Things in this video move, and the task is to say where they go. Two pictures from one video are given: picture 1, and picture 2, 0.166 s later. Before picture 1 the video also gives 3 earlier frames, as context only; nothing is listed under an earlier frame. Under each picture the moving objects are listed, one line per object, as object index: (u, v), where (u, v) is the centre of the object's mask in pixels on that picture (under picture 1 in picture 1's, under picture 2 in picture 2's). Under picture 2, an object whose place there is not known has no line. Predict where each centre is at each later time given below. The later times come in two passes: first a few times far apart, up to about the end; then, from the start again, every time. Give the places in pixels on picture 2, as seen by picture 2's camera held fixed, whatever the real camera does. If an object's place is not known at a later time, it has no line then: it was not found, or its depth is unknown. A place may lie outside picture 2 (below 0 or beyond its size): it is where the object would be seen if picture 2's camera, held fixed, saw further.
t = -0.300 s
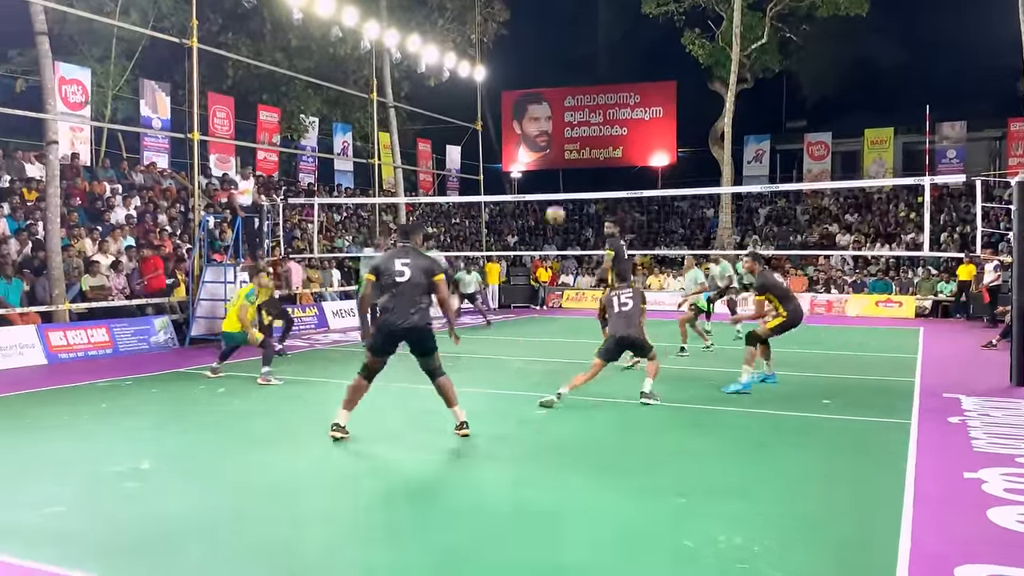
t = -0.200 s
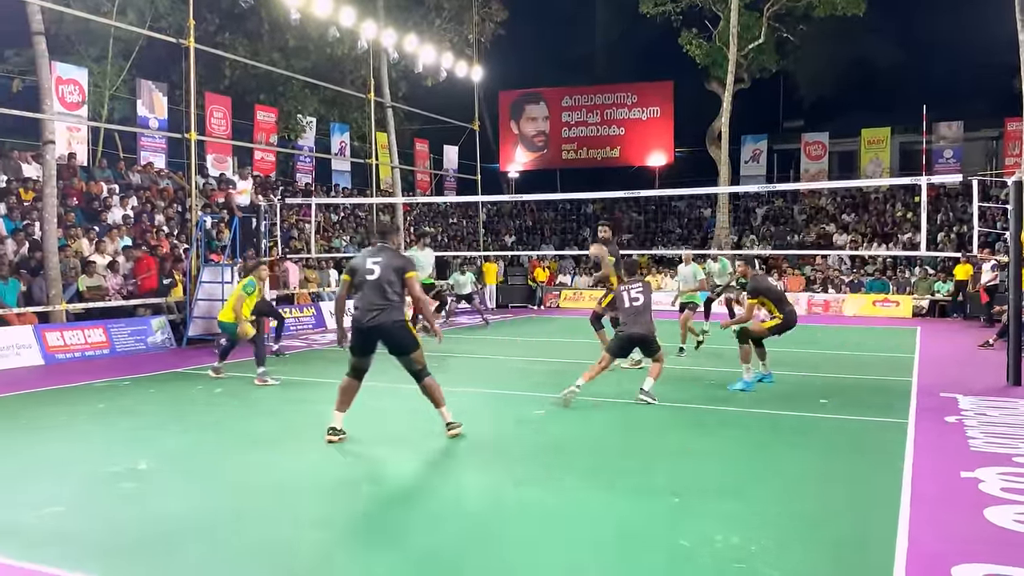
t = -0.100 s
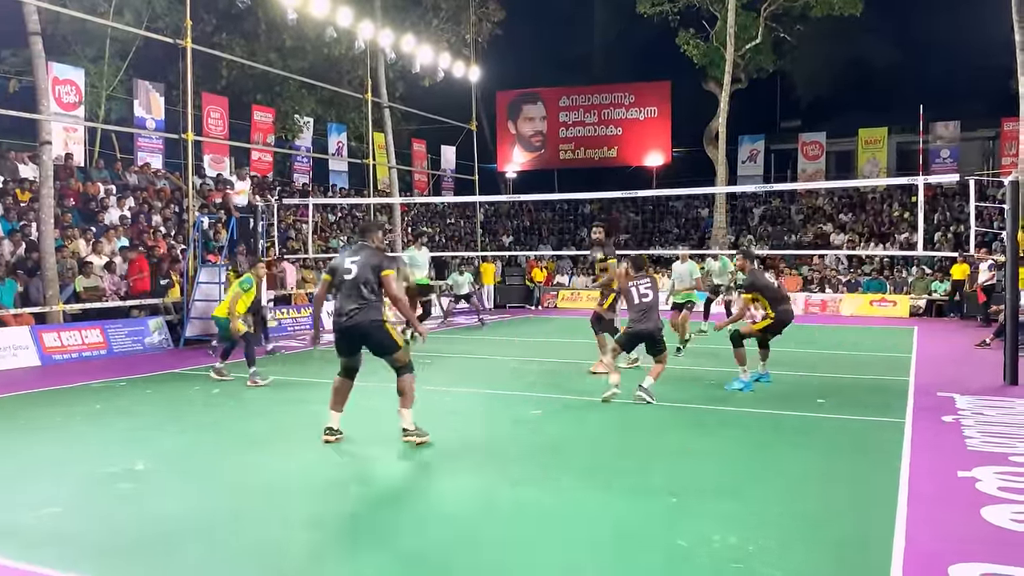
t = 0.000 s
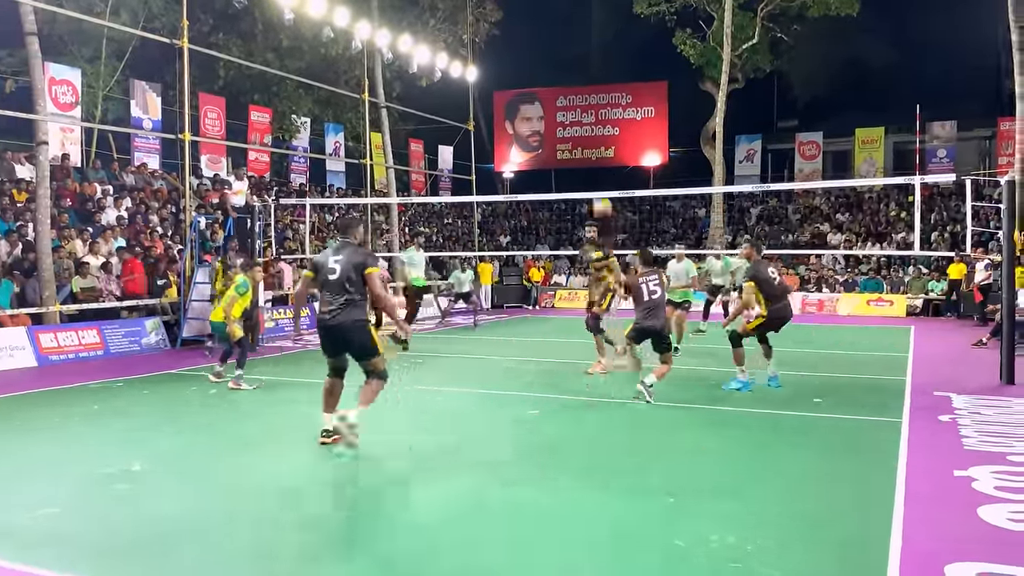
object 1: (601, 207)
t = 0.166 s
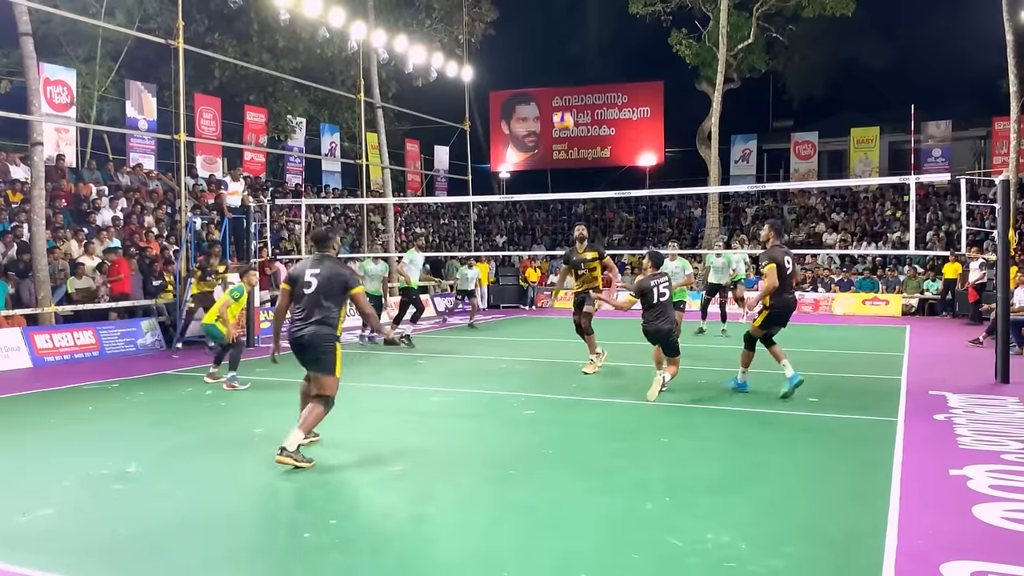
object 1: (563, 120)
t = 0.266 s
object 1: (544, 82)
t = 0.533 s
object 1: (493, 25)
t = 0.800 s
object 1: (447, 29)
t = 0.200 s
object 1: (556, 106)
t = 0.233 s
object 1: (550, 93)
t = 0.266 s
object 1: (544, 82)
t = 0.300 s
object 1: (537, 71)
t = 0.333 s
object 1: (531, 62)
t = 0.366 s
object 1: (525, 54)
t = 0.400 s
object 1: (518, 46)
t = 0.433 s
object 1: (512, 39)
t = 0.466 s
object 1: (506, 34)
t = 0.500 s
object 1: (500, 29)
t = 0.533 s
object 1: (493, 25)
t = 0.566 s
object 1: (488, 23)
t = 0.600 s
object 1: (482, 20)
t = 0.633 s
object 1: (476, 21)
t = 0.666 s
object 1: (470, 20)
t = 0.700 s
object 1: (464, 21)
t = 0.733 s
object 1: (458, 22)
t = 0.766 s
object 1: (452, 25)
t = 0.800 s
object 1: (447, 29)
